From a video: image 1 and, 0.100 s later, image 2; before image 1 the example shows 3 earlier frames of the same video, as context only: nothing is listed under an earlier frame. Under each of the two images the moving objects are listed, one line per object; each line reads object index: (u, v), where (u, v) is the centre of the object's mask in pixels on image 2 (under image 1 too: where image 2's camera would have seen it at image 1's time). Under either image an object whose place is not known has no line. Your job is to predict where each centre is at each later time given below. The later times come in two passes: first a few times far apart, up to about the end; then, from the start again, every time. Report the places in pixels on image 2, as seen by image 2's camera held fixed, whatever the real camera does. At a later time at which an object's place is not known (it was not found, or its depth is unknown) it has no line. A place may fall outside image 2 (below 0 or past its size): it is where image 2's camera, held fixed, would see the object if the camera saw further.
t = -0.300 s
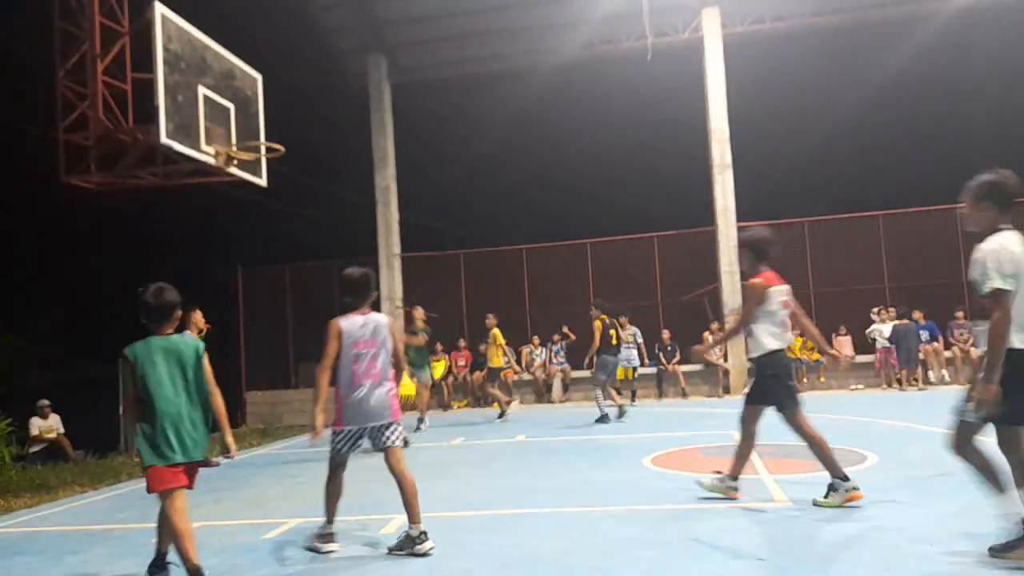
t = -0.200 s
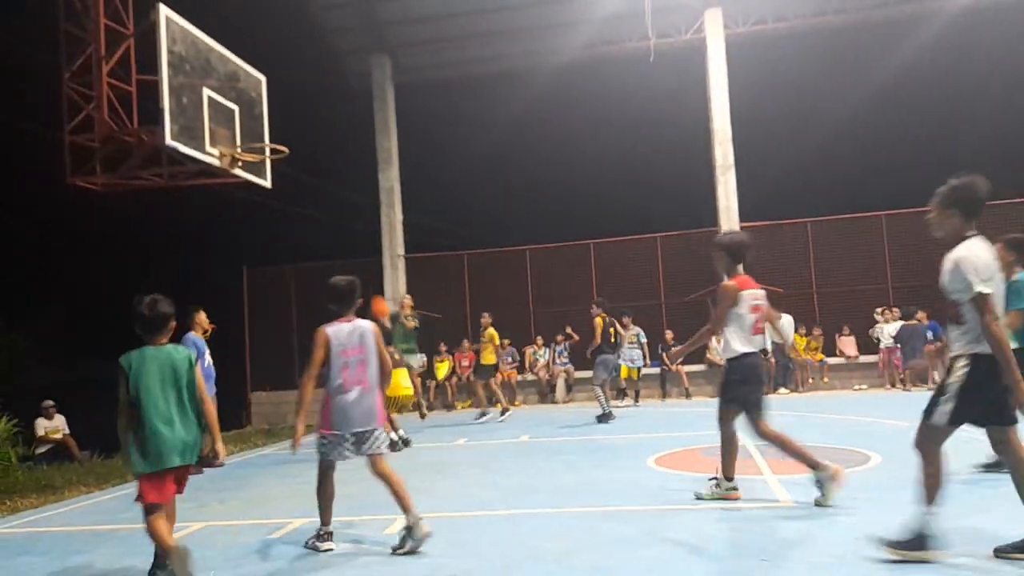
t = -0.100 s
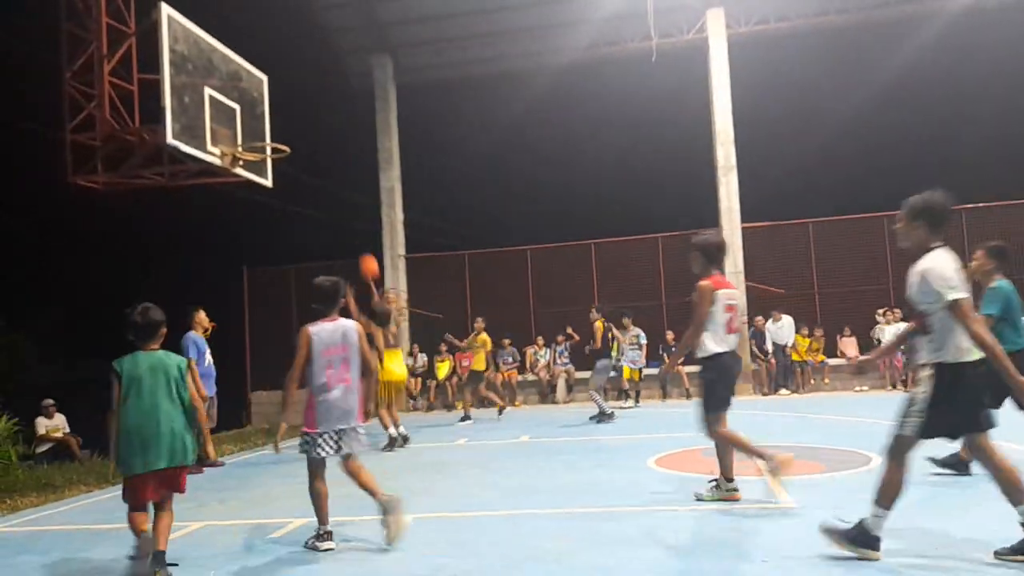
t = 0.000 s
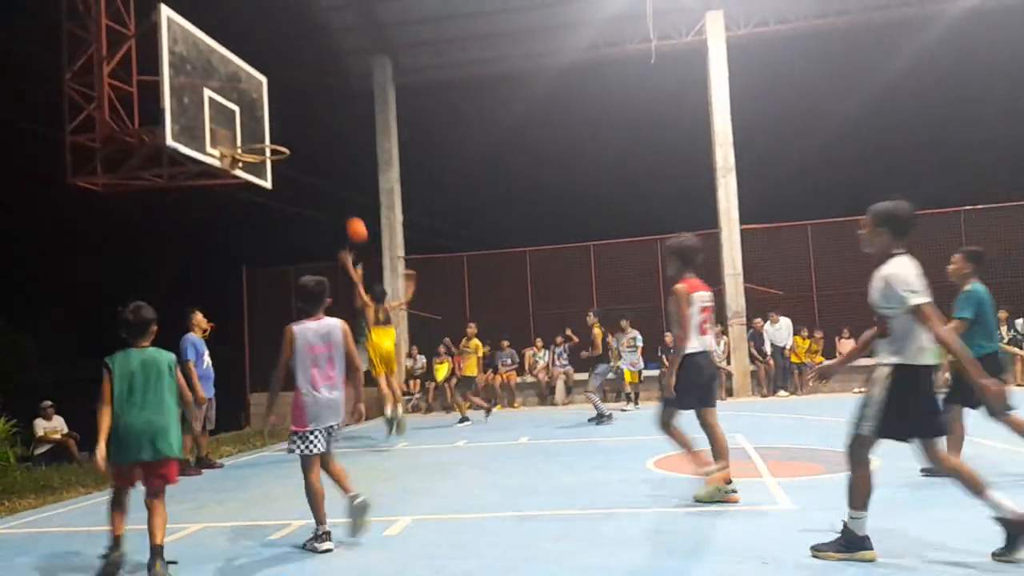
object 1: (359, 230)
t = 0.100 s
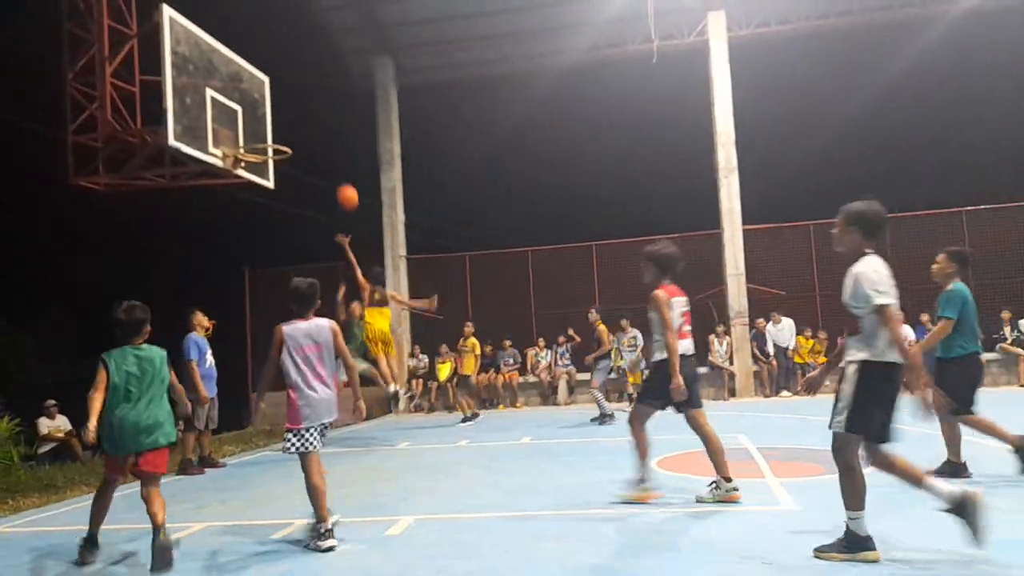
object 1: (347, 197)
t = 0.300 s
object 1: (324, 152)
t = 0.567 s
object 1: (294, 141)
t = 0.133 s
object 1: (344, 188)
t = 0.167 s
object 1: (340, 179)
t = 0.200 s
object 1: (336, 171)
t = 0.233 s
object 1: (332, 164)
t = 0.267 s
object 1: (328, 158)
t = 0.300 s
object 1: (324, 152)
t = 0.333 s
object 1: (320, 148)
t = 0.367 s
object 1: (317, 144)
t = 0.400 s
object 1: (313, 141)
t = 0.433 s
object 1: (309, 139)
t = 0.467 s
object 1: (305, 139)
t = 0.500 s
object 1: (301, 139)
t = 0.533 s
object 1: (297, 140)
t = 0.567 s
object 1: (294, 141)
